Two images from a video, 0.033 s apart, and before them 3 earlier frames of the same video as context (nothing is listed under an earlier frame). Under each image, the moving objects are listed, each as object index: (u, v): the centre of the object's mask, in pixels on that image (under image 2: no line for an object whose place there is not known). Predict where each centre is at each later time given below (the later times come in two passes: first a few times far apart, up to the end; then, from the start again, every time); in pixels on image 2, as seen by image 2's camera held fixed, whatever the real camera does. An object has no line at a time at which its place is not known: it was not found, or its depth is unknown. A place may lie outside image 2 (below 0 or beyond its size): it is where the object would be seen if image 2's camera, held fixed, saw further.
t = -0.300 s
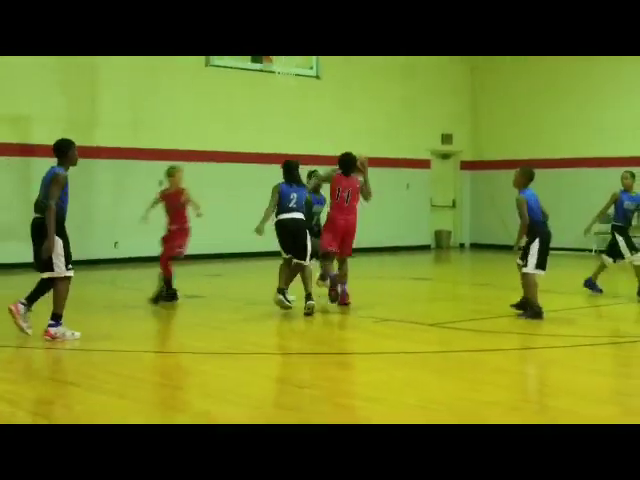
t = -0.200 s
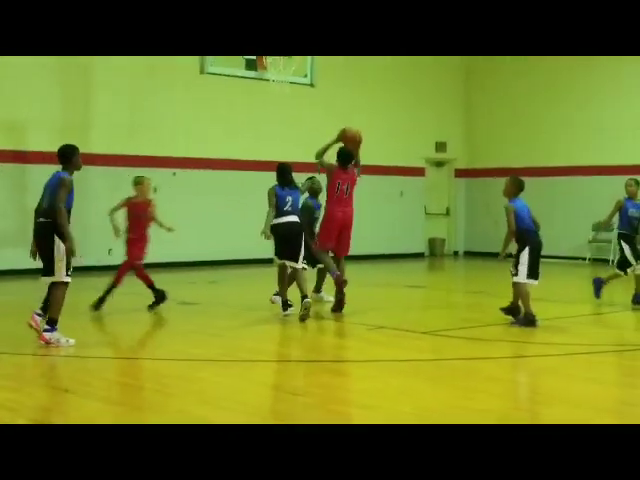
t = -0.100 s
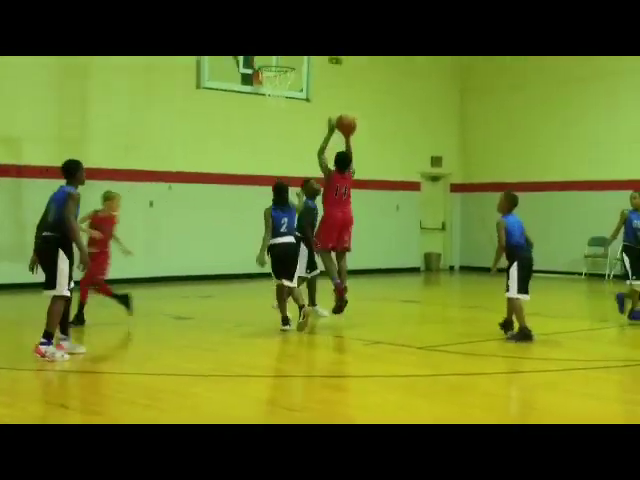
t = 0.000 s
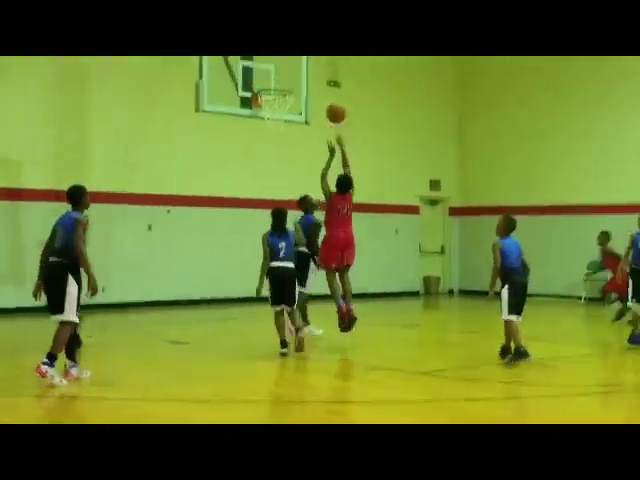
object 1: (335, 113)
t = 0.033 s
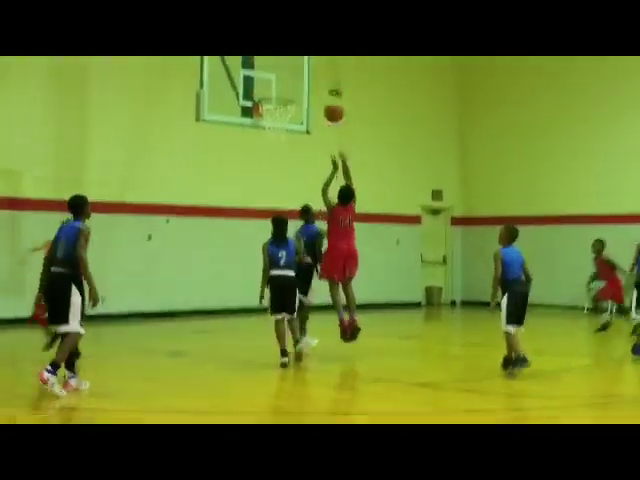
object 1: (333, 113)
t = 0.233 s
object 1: (311, 74)
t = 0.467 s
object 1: (289, 73)
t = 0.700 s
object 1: (278, 105)
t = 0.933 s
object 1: (276, 138)
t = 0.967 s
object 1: (275, 144)
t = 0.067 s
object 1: (331, 100)
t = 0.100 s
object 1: (327, 95)
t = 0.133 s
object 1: (326, 89)
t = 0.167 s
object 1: (319, 83)
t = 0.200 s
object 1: (315, 78)
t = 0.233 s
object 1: (311, 74)
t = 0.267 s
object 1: (308, 71)
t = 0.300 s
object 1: (305, 69)
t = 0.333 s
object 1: (302, 69)
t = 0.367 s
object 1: (299, 68)
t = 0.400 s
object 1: (295, 69)
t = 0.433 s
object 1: (292, 70)
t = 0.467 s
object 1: (289, 73)
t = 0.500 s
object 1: (286, 77)
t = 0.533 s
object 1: (283, 80)
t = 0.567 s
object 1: (280, 86)
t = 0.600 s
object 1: (278, 91)
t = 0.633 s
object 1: (274, 98)
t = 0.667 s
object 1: (277, 103)
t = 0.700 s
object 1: (278, 105)
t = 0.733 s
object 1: (280, 108)
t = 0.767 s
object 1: (280, 112)
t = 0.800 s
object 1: (279, 117)
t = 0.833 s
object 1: (279, 122)
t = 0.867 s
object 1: (278, 126)
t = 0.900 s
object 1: (277, 132)
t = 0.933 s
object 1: (276, 138)
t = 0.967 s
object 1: (275, 144)
